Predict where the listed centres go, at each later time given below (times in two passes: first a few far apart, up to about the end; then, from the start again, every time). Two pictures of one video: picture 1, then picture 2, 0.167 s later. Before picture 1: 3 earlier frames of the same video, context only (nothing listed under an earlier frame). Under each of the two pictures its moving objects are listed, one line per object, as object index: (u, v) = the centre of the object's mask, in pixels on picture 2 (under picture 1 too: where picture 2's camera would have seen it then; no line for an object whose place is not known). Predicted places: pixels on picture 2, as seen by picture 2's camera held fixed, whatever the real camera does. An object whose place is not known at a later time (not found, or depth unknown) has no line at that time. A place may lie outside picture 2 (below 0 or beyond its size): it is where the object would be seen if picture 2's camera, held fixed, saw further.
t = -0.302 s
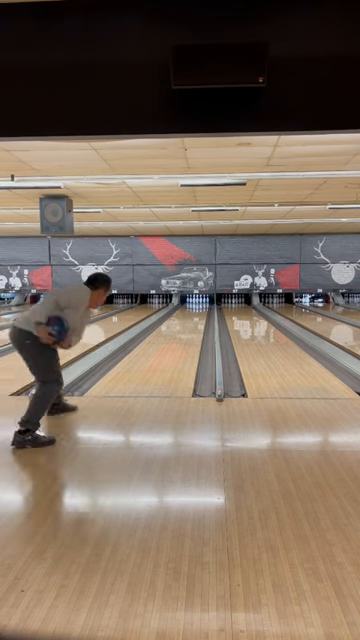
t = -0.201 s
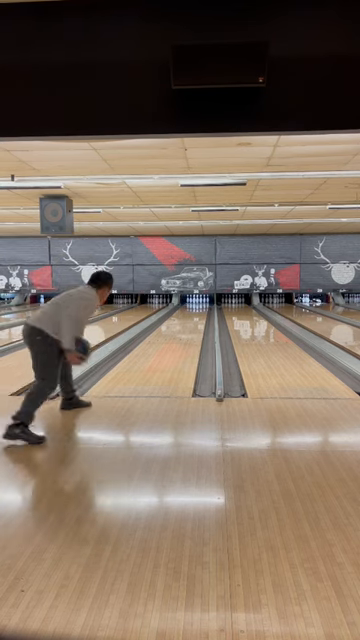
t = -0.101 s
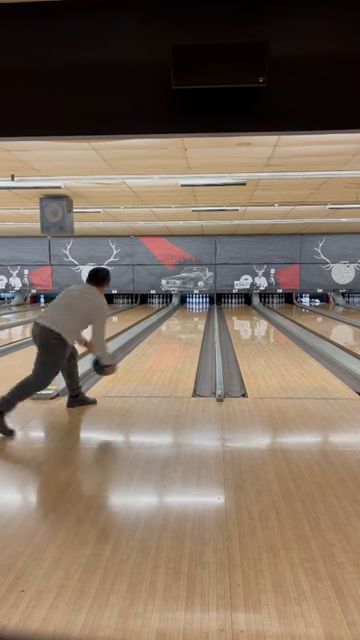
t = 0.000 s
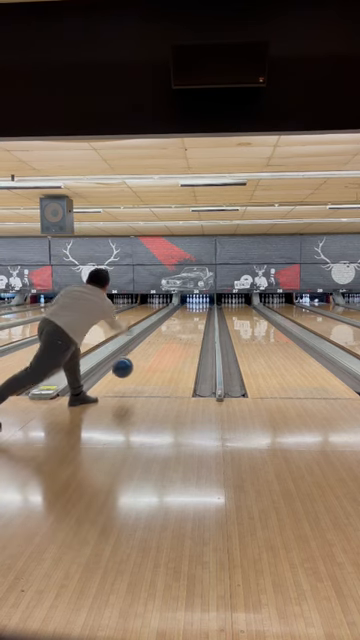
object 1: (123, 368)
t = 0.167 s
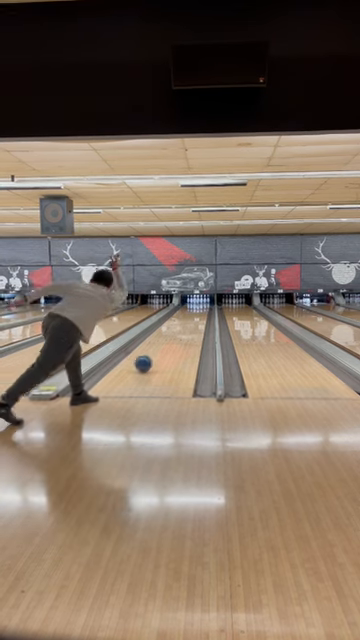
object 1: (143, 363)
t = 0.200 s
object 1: (147, 360)
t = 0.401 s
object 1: (162, 347)
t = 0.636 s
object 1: (175, 335)
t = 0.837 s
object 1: (183, 328)
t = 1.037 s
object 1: (189, 323)
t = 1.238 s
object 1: (193, 319)
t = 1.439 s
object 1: (197, 315)
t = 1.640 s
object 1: (199, 313)
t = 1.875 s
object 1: (203, 308)
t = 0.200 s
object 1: (147, 360)
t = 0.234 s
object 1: (150, 358)
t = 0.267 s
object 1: (153, 355)
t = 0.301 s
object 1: (155, 353)
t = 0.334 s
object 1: (158, 351)
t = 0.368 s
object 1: (160, 349)
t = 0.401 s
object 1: (162, 347)
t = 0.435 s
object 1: (165, 345)
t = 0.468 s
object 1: (167, 343)
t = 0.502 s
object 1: (168, 341)
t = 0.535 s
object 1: (171, 339)
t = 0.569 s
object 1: (172, 338)
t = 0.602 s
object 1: (174, 337)
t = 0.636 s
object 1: (175, 335)
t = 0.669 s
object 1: (176, 334)
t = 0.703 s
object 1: (178, 333)
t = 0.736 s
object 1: (179, 331)
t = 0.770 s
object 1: (181, 330)
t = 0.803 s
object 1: (182, 329)
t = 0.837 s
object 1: (183, 328)
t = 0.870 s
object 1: (184, 327)
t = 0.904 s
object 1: (185, 326)
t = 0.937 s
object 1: (186, 325)
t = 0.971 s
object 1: (187, 324)
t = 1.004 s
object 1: (188, 324)
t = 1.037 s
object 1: (189, 323)
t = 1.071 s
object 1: (189, 322)
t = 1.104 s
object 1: (190, 322)
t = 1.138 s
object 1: (191, 321)
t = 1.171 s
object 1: (192, 320)
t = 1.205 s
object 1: (193, 320)
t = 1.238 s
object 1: (193, 319)
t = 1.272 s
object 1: (194, 318)
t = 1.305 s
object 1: (195, 317)
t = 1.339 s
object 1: (195, 317)
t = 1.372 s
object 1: (196, 316)
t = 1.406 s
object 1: (196, 316)
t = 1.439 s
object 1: (197, 315)
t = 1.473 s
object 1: (197, 315)
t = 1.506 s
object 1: (198, 314)
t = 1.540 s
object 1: (198, 314)
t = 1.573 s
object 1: (198, 313)
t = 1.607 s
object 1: (199, 313)
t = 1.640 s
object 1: (199, 313)
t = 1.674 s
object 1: (199, 312)
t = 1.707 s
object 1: (200, 311)
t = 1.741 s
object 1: (200, 311)
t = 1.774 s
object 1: (201, 311)
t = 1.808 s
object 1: (202, 309)
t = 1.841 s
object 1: (203, 308)
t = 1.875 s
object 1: (203, 308)
